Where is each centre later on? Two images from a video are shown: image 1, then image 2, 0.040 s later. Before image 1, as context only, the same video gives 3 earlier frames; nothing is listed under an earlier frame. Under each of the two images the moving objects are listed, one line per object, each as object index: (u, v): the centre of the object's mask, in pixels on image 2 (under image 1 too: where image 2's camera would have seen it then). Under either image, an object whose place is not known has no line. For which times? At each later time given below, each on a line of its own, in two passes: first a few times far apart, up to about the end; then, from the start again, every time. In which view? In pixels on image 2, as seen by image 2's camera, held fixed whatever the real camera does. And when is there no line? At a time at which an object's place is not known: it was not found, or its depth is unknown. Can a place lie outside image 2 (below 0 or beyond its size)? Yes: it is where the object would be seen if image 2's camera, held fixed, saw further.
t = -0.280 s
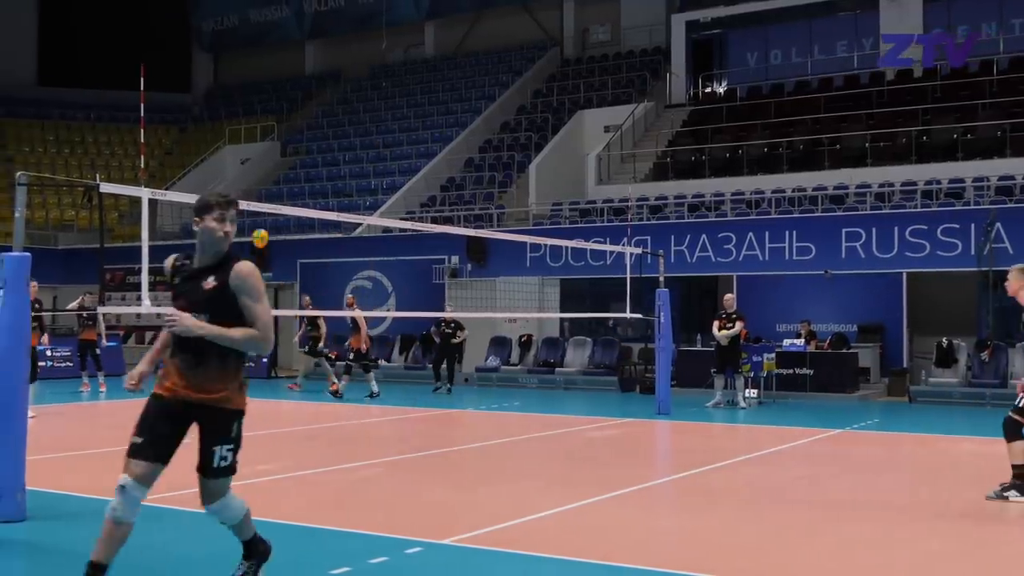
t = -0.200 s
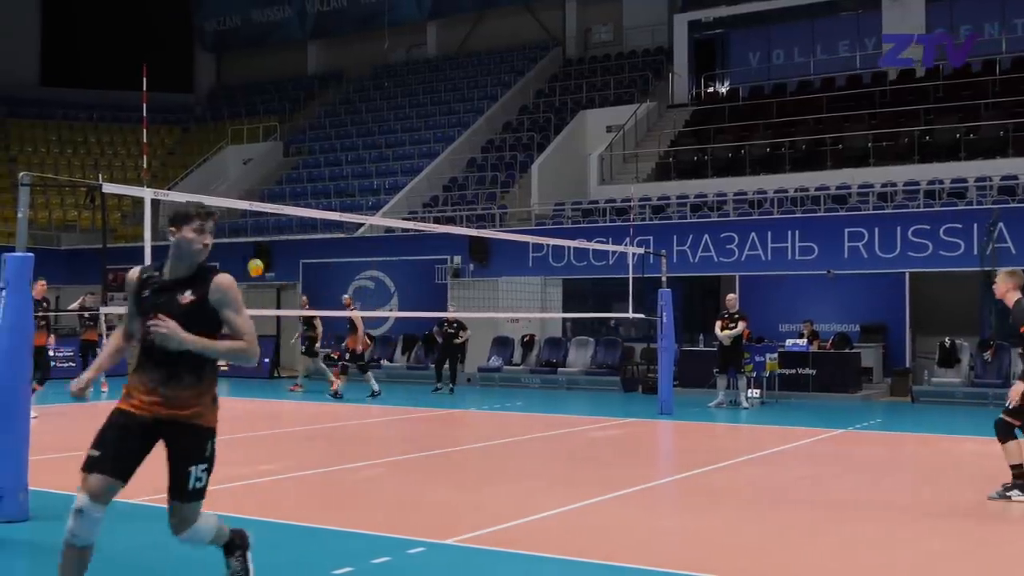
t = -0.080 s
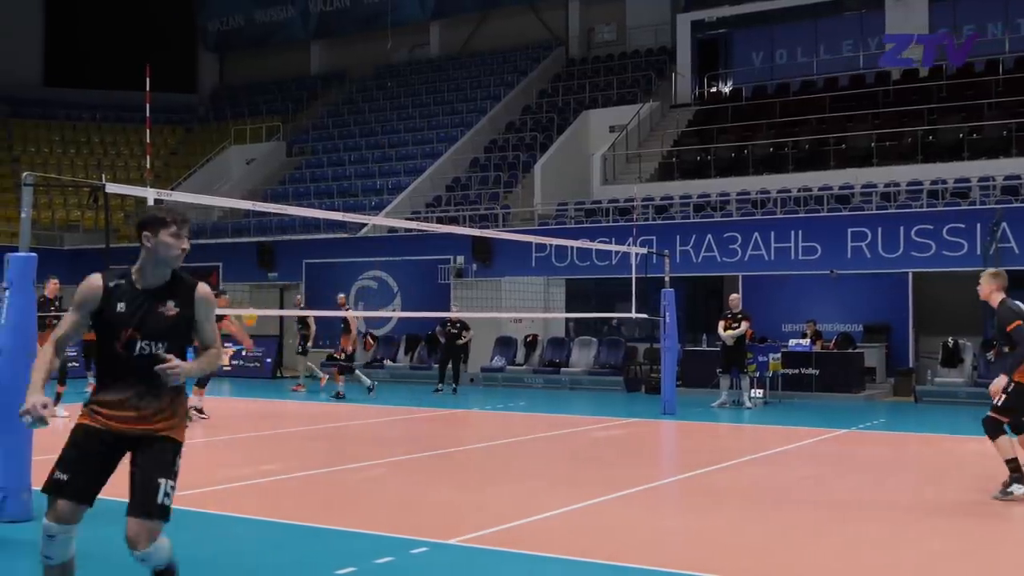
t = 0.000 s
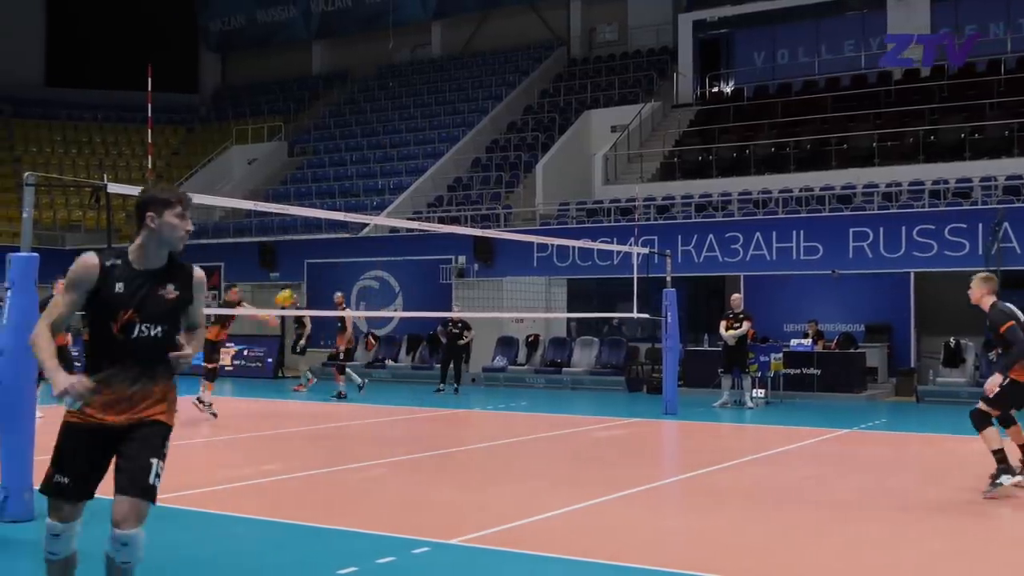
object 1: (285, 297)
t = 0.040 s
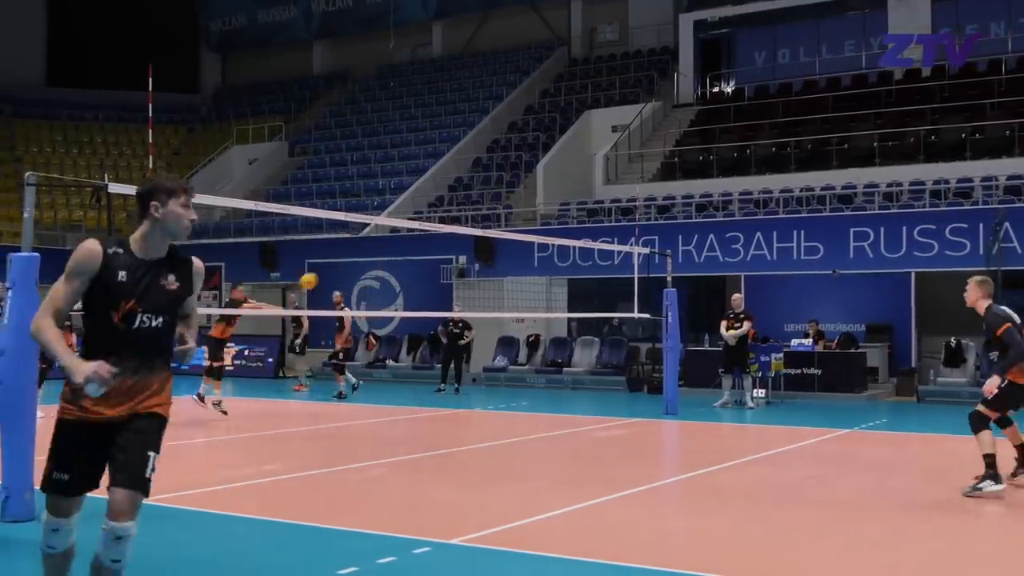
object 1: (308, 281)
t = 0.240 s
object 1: (429, 213)
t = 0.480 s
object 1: (584, 169)
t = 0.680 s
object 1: (720, 166)
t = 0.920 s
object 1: (891, 211)
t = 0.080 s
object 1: (332, 266)
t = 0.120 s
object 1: (356, 250)
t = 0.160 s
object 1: (380, 236)
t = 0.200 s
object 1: (404, 225)
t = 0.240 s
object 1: (429, 213)
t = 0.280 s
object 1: (455, 202)
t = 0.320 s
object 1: (481, 194)
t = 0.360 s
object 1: (506, 185)
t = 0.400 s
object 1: (532, 178)
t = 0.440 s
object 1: (558, 173)
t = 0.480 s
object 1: (584, 169)
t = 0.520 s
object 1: (612, 165)
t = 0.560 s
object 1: (637, 164)
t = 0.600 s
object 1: (665, 163)
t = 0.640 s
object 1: (692, 164)
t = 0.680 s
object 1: (720, 166)
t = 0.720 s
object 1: (748, 170)
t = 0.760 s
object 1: (776, 173)
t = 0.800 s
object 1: (805, 181)
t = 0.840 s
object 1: (833, 189)
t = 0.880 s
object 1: (861, 198)
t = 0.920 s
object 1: (891, 211)
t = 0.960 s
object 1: (921, 223)
